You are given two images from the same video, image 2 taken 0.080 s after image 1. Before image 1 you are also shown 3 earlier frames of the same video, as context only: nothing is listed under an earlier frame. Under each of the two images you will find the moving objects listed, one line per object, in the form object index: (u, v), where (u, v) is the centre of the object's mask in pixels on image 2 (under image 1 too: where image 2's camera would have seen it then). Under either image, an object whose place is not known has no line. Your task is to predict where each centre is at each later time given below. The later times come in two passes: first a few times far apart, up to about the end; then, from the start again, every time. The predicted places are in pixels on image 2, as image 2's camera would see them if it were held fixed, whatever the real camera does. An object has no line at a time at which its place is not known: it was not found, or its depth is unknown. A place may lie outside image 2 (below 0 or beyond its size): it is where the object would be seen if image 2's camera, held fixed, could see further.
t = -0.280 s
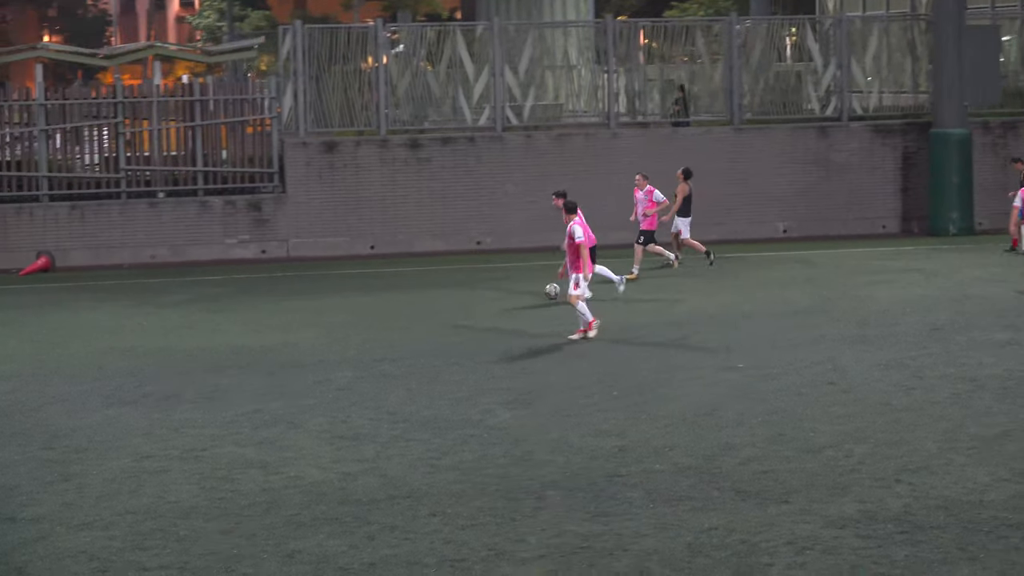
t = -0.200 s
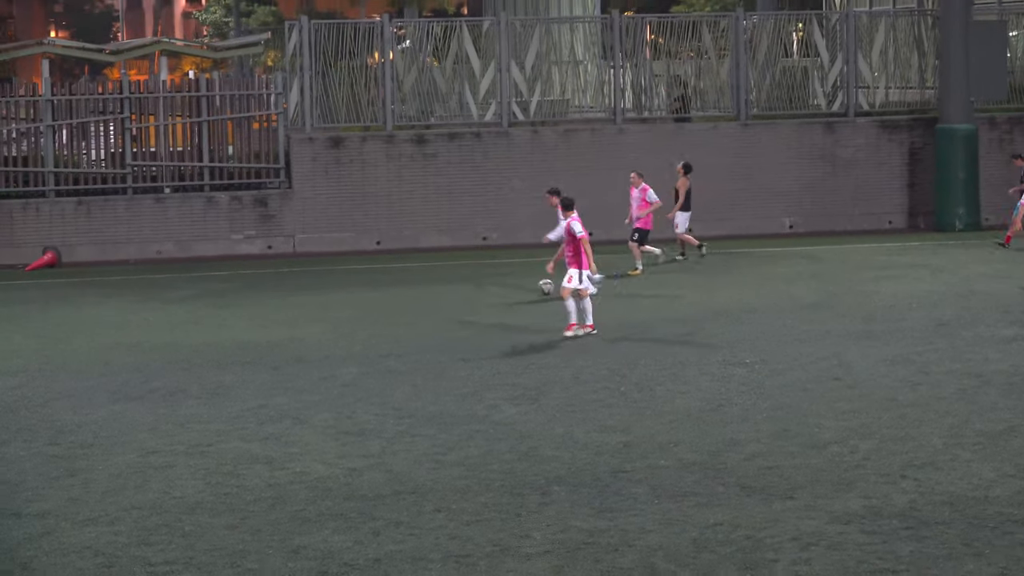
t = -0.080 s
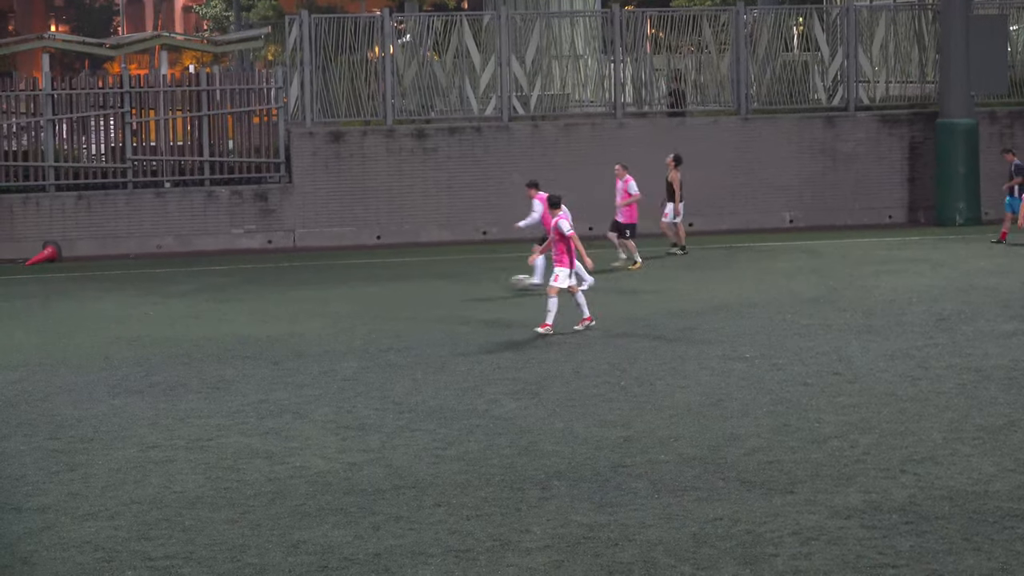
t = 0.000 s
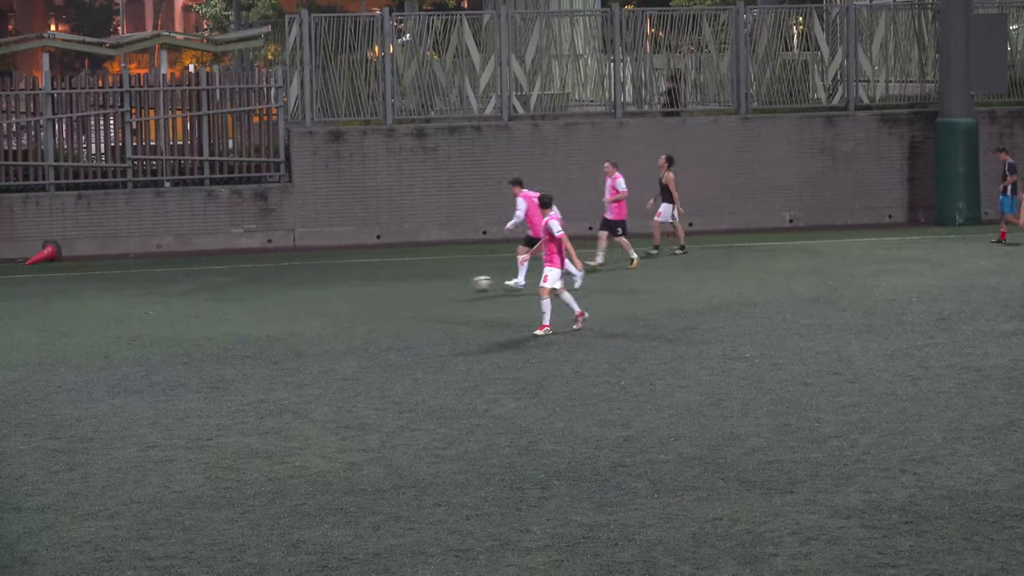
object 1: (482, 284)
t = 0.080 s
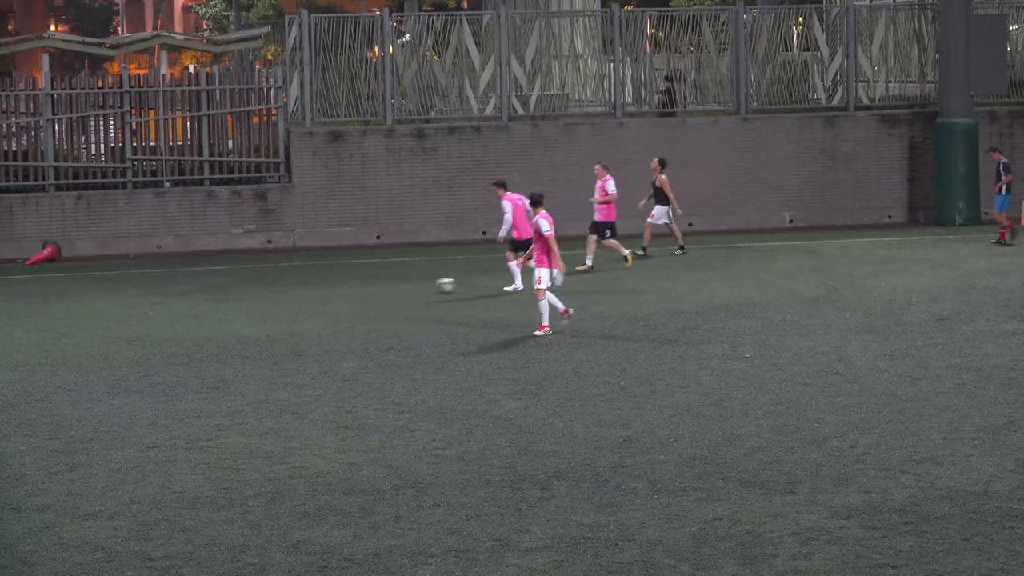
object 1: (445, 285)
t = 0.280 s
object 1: (364, 289)
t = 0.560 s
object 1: (276, 291)
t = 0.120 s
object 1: (428, 287)
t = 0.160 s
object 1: (411, 287)
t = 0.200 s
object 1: (395, 288)
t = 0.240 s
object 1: (378, 288)
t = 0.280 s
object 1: (364, 289)
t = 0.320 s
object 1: (350, 290)
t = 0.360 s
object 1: (336, 290)
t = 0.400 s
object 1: (323, 290)
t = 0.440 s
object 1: (309, 291)
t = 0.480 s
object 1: (299, 291)
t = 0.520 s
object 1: (287, 292)
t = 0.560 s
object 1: (276, 291)
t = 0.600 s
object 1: (265, 292)
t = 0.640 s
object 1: (255, 292)
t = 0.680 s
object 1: (245, 292)
